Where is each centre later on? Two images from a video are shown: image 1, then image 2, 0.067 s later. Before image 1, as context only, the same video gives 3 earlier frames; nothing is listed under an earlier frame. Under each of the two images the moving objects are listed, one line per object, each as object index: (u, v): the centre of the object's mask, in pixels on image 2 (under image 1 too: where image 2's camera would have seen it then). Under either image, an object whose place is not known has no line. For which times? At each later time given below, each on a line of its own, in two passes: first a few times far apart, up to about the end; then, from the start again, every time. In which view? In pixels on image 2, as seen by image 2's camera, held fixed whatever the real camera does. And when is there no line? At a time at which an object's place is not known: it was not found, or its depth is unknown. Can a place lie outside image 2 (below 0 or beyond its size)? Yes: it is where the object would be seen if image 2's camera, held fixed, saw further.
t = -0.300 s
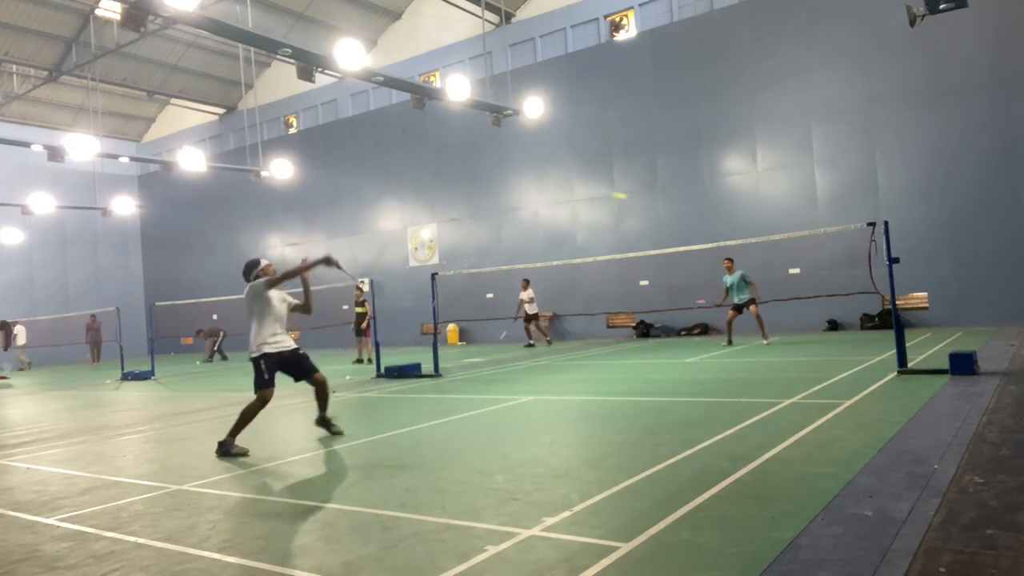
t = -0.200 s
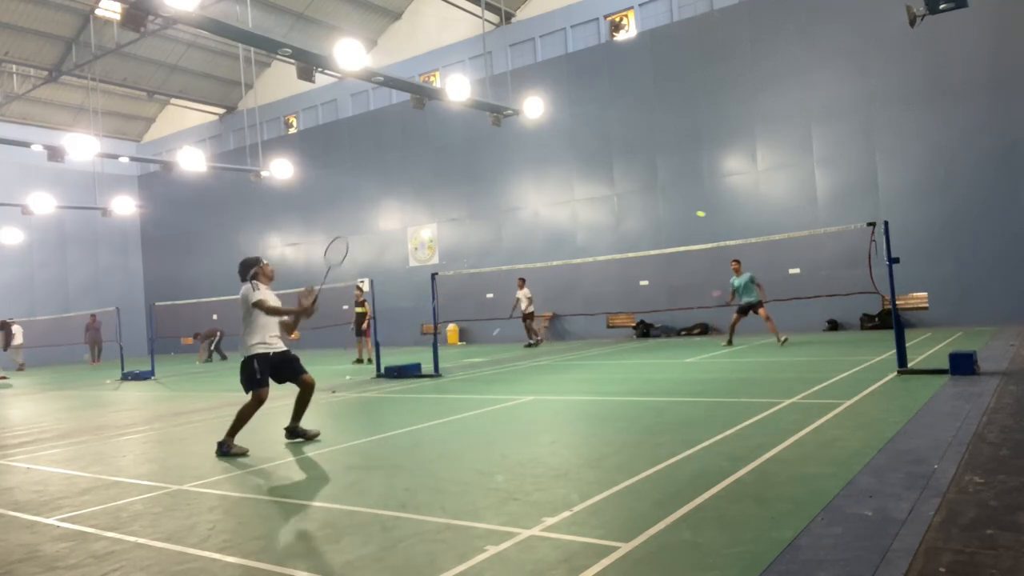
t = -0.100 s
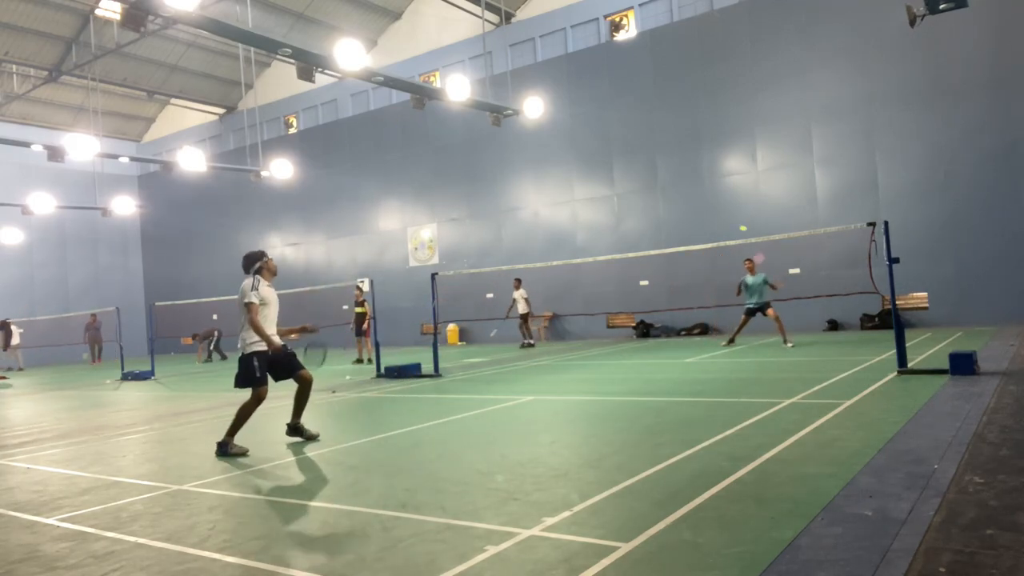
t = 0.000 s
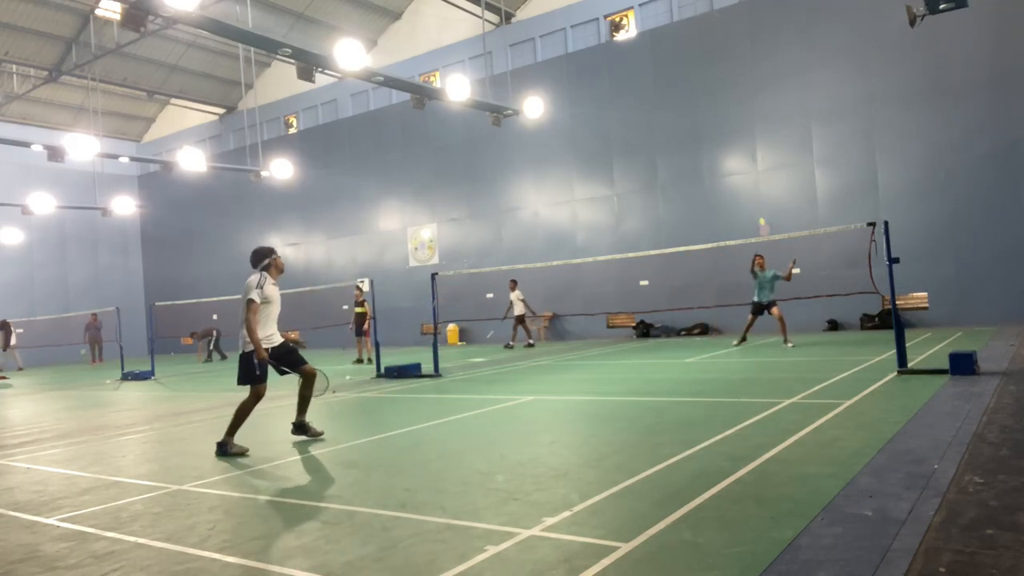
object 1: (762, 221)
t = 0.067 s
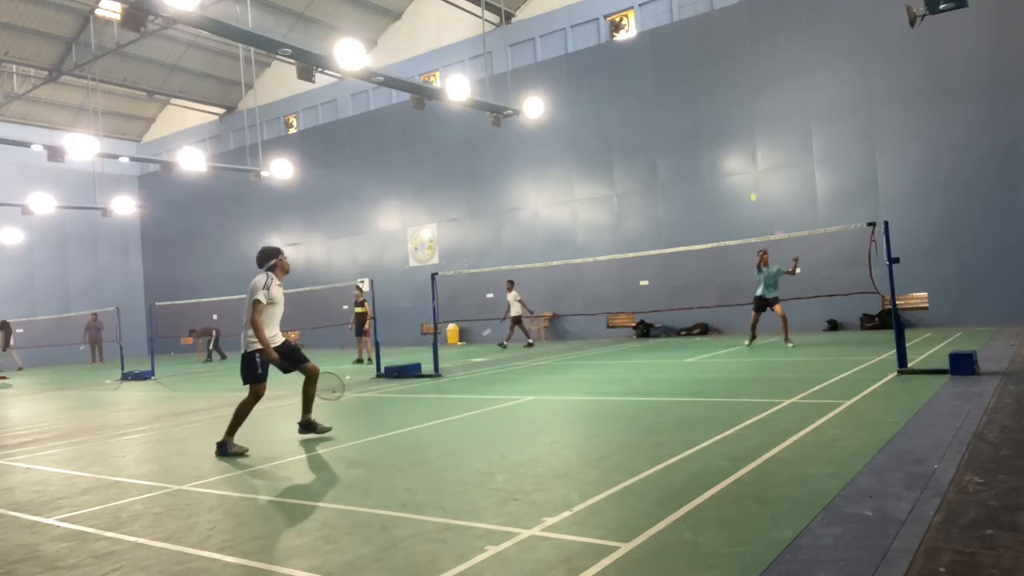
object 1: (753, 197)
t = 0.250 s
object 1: (743, 142)
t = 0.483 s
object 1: (731, 118)
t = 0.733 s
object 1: (721, 149)
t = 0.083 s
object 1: (753, 190)
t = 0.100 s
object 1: (753, 183)
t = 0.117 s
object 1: (752, 178)
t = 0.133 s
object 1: (750, 173)
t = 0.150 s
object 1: (748, 168)
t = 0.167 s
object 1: (747, 163)
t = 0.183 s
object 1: (746, 158)
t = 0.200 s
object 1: (746, 154)
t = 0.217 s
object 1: (745, 150)
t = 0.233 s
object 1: (744, 146)
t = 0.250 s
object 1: (743, 142)
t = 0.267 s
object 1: (742, 139)
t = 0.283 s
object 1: (741, 136)
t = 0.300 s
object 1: (740, 133)
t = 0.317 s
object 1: (739, 130)
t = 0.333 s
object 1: (738, 128)
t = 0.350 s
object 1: (737, 126)
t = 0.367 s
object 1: (737, 124)
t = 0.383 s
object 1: (736, 122)
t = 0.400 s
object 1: (735, 121)
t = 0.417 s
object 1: (734, 120)
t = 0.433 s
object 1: (733, 119)
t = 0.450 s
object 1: (732, 118)
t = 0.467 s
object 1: (732, 118)
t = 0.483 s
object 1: (731, 118)
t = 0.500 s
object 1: (730, 118)
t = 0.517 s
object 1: (730, 118)
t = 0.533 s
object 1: (729, 119)
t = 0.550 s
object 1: (728, 120)
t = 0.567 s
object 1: (727, 121)
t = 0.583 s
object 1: (727, 122)
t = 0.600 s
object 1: (726, 124)
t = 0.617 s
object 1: (725, 126)
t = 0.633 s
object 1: (725, 128)
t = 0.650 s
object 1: (724, 131)
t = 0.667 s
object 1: (723, 134)
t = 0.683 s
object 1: (723, 137)
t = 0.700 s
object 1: (722, 141)
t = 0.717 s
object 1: (722, 144)
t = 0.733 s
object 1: (721, 149)
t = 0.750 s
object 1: (721, 153)
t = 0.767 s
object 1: (720, 158)
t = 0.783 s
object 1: (719, 163)
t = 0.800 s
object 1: (719, 168)
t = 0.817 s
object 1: (718, 174)
